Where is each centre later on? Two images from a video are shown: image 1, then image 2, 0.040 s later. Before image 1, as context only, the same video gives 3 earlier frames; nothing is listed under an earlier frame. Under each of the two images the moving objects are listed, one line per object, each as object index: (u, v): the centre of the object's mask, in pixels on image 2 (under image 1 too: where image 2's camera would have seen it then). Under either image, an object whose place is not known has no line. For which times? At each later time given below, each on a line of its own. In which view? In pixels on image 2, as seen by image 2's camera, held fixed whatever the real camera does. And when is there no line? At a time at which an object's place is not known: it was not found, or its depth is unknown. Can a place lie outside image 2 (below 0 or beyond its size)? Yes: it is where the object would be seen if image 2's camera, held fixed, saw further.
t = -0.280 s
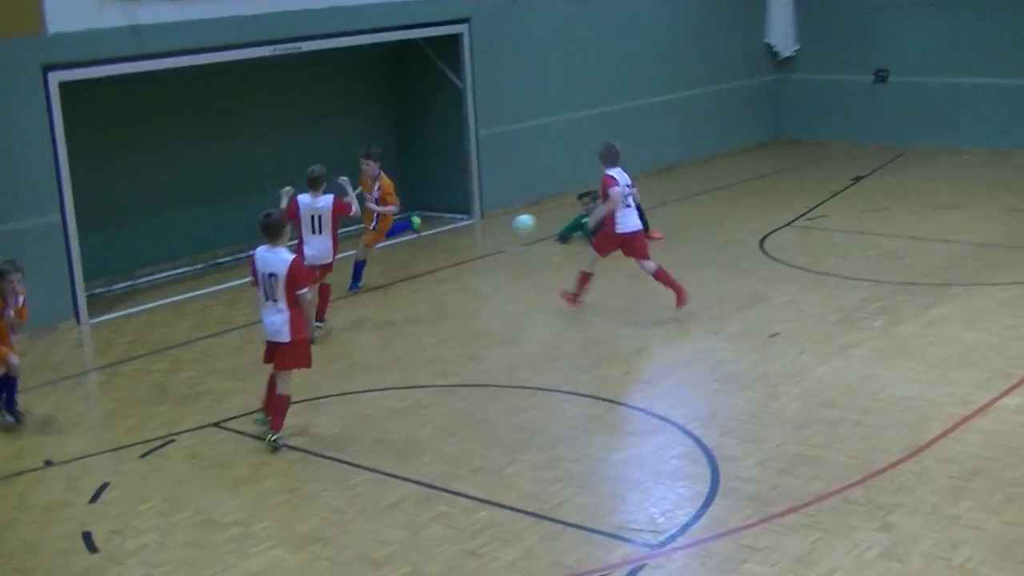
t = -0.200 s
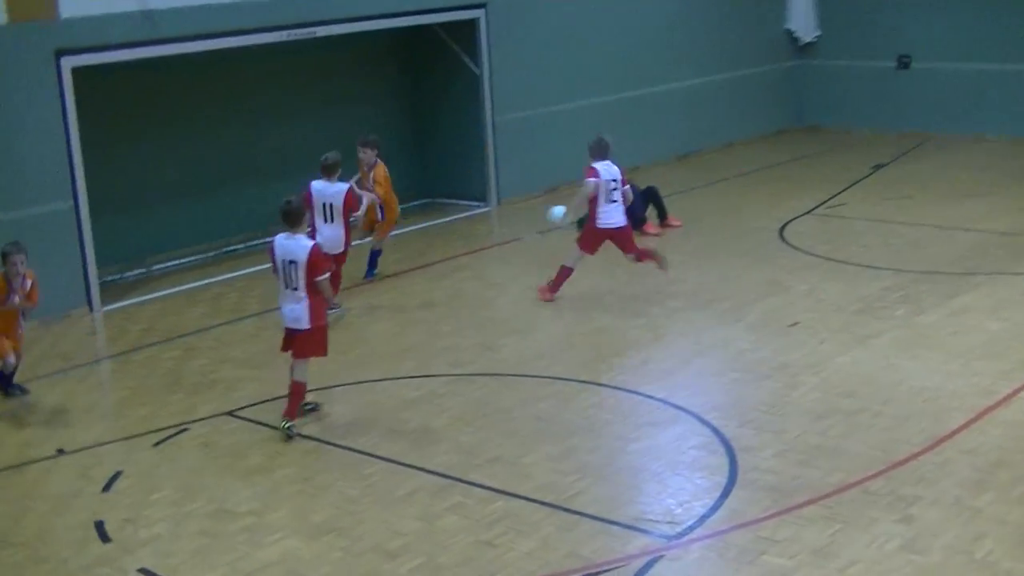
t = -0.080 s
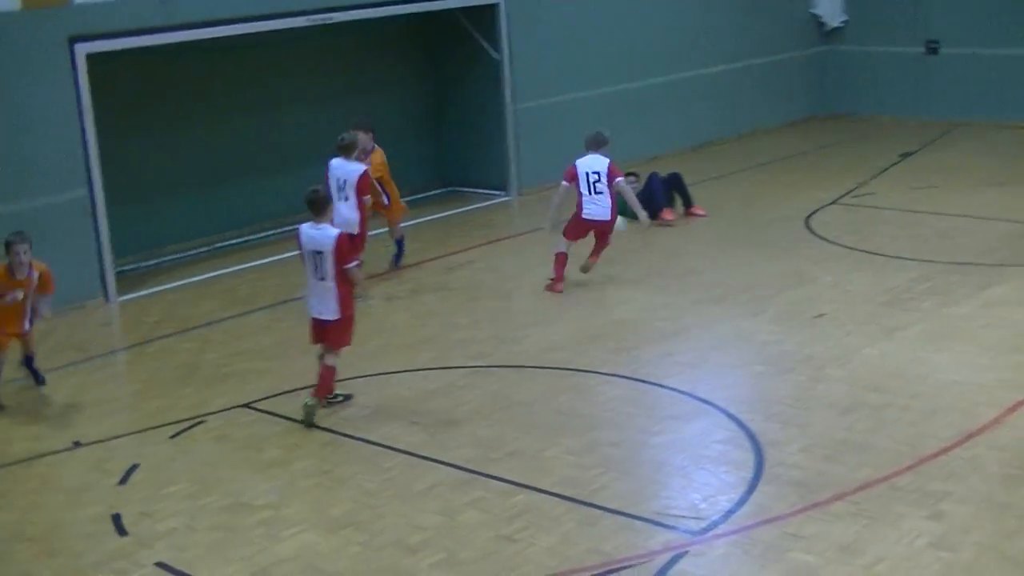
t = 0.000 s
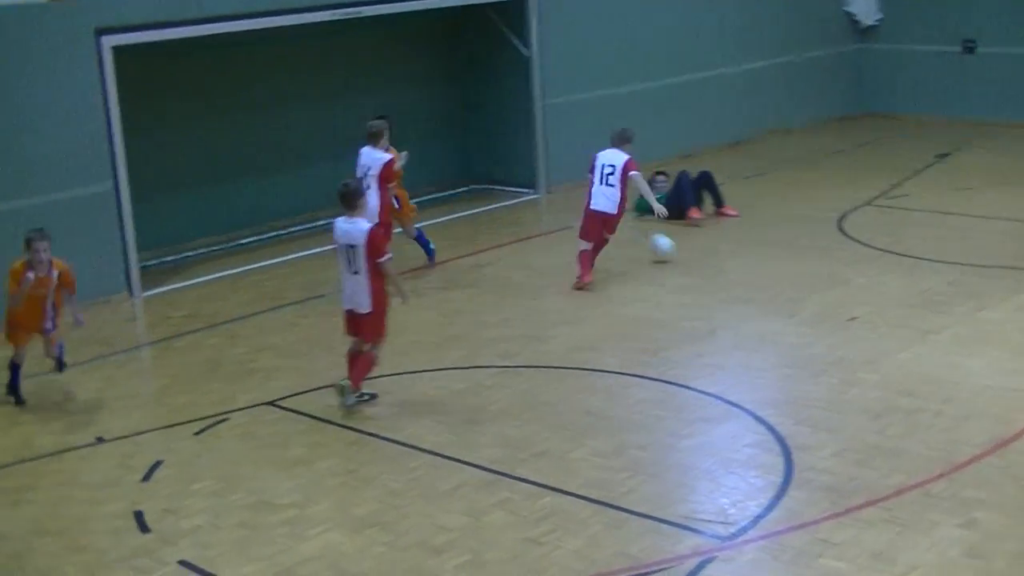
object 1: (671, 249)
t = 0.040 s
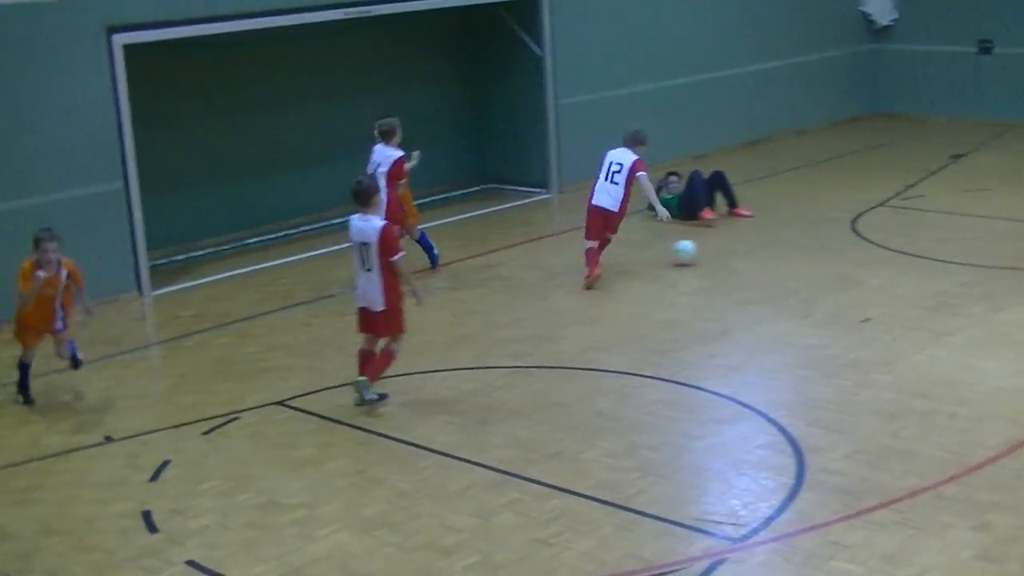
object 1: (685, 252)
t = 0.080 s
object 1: (697, 248)
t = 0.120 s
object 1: (708, 247)
